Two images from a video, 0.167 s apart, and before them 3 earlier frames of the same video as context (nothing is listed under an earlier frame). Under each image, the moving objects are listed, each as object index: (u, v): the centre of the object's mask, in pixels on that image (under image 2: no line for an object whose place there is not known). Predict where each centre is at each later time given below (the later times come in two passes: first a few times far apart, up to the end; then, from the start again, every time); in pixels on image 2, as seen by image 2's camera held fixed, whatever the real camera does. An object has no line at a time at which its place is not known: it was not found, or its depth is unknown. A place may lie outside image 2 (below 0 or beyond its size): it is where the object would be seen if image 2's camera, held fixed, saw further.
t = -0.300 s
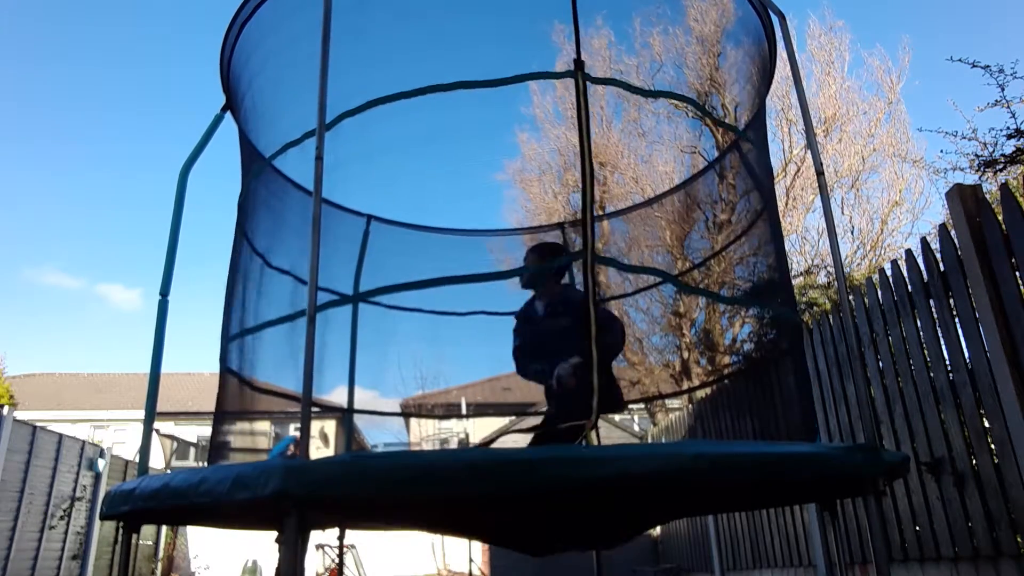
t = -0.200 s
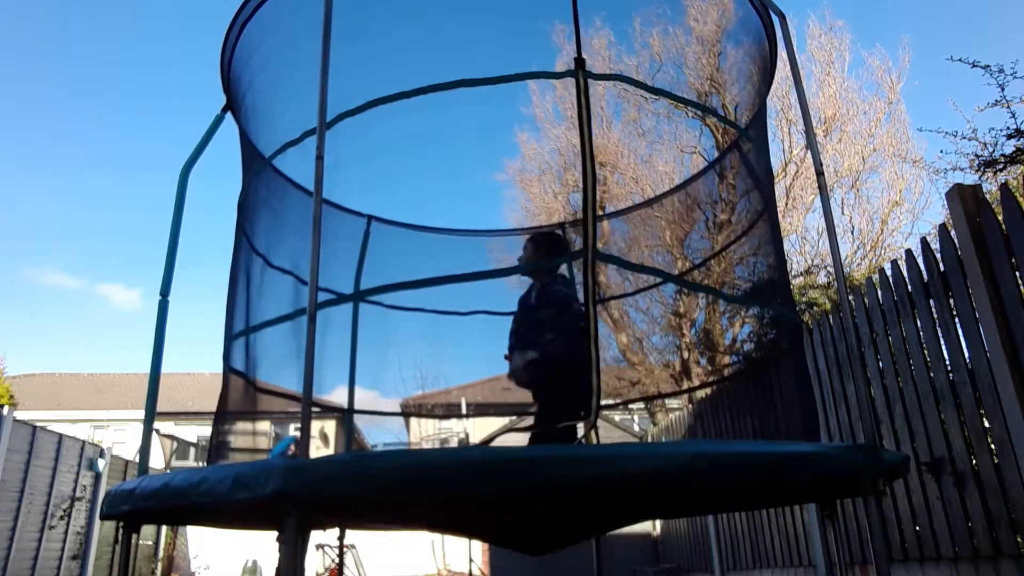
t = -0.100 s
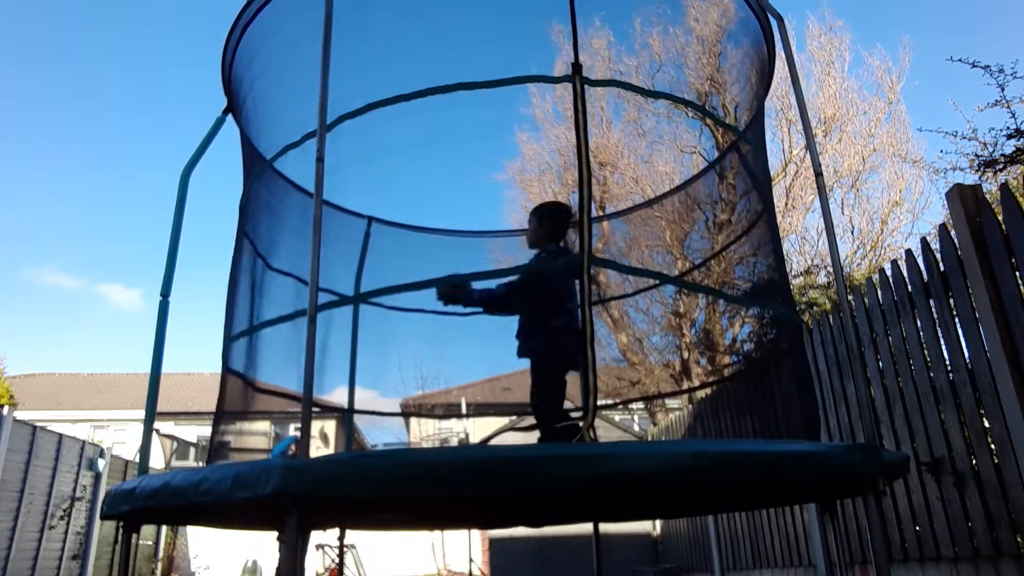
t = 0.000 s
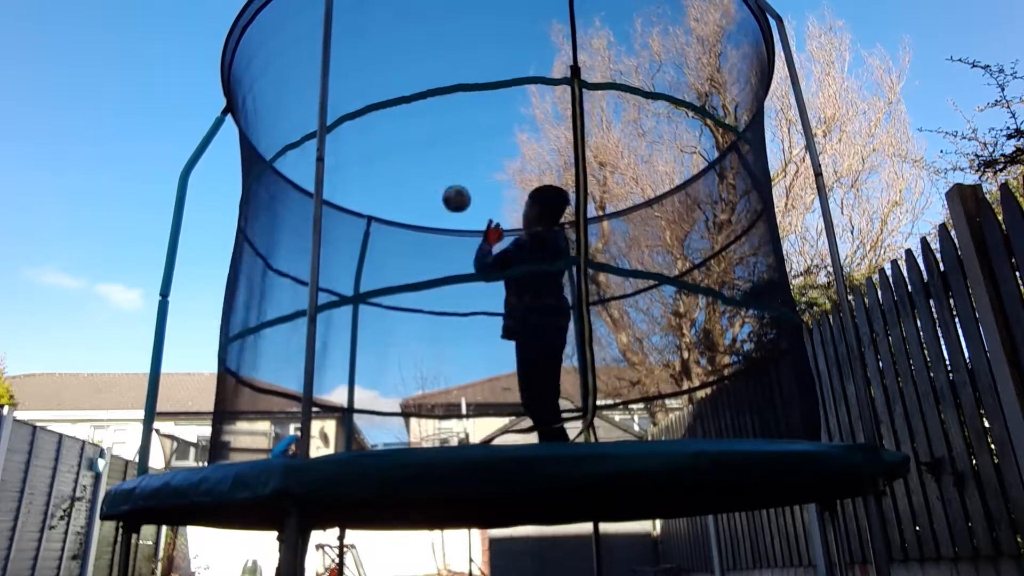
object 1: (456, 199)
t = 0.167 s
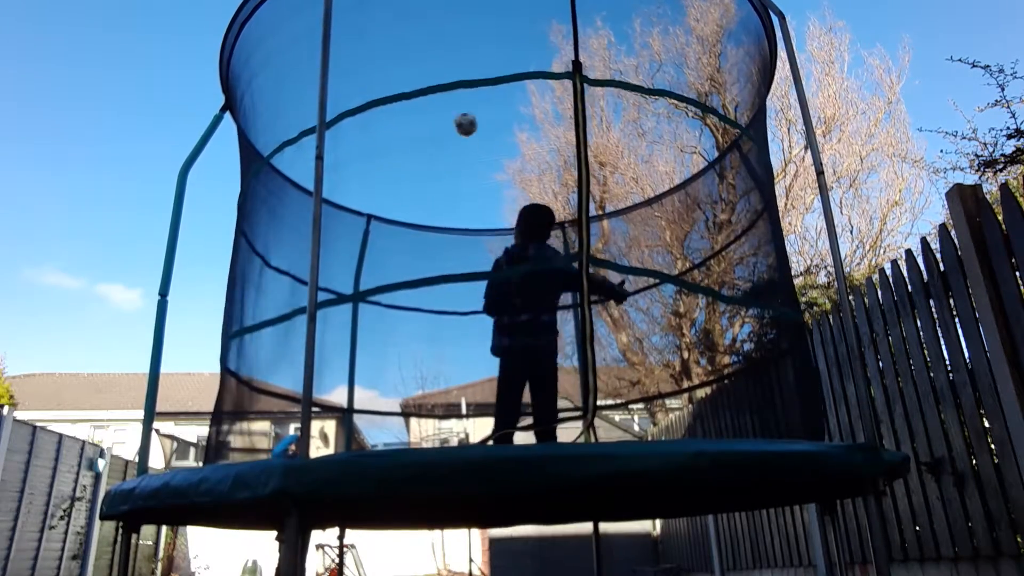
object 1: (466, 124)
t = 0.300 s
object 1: (471, 106)
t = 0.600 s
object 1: (481, 140)
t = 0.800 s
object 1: (487, 202)
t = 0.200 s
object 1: (467, 117)
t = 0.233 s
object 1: (468, 111)
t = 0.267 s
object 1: (469, 108)
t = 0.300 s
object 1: (471, 106)
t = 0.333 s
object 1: (472, 105)
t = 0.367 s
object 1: (474, 105)
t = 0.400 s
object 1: (475, 107)
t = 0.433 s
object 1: (476, 111)
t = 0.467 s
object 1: (477, 115)
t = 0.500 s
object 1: (478, 120)
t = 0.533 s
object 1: (479, 126)
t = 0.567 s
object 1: (480, 132)
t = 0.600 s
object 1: (481, 140)
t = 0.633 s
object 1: (483, 148)
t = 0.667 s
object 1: (484, 158)
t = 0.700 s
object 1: (485, 168)
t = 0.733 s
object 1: (486, 179)
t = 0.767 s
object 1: (486, 190)
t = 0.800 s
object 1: (487, 202)
